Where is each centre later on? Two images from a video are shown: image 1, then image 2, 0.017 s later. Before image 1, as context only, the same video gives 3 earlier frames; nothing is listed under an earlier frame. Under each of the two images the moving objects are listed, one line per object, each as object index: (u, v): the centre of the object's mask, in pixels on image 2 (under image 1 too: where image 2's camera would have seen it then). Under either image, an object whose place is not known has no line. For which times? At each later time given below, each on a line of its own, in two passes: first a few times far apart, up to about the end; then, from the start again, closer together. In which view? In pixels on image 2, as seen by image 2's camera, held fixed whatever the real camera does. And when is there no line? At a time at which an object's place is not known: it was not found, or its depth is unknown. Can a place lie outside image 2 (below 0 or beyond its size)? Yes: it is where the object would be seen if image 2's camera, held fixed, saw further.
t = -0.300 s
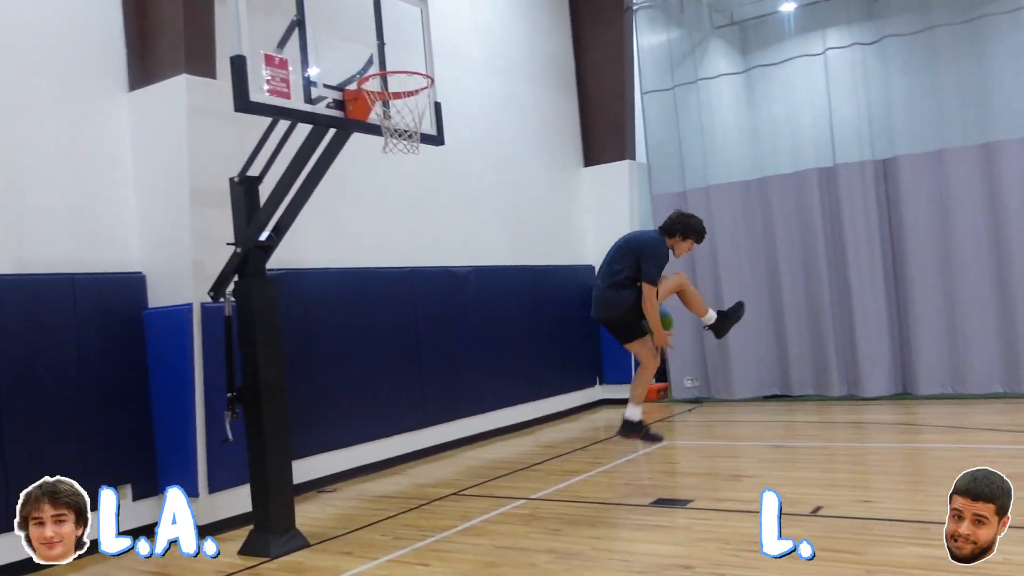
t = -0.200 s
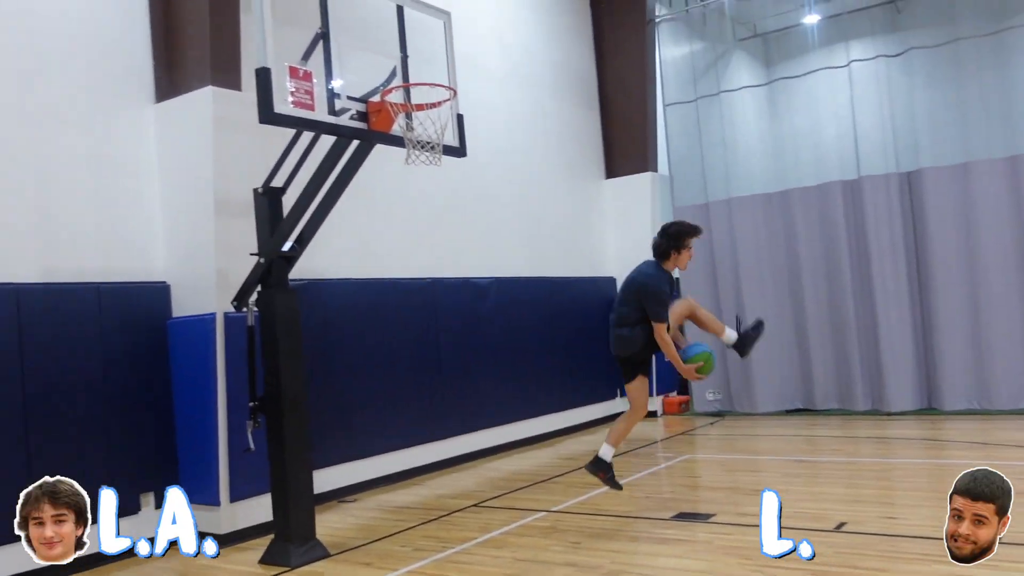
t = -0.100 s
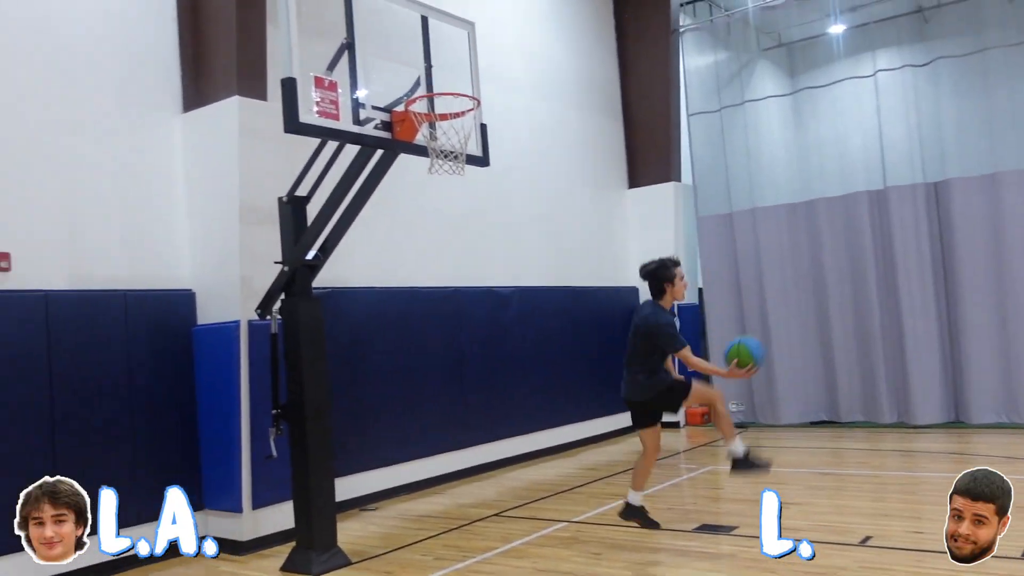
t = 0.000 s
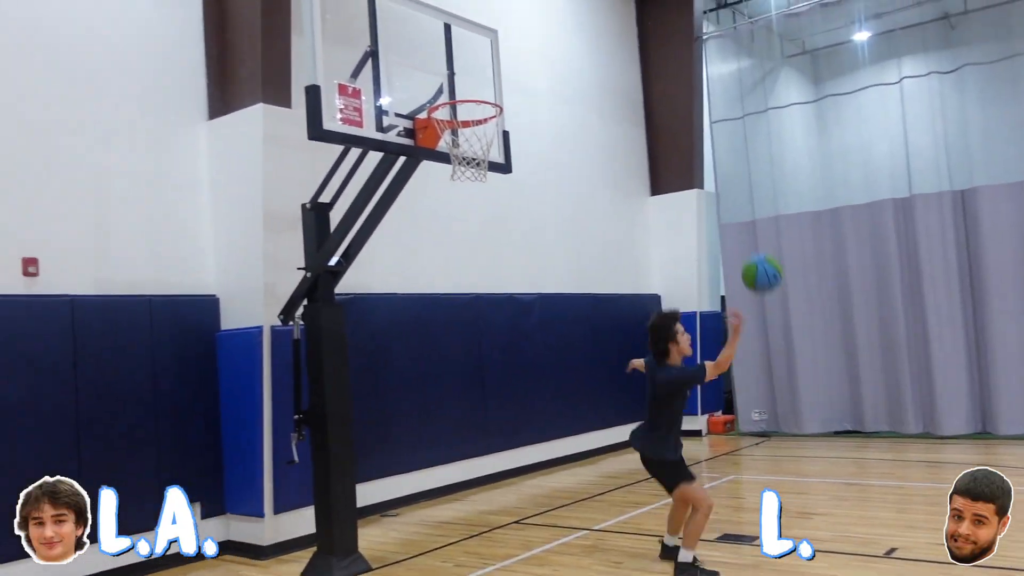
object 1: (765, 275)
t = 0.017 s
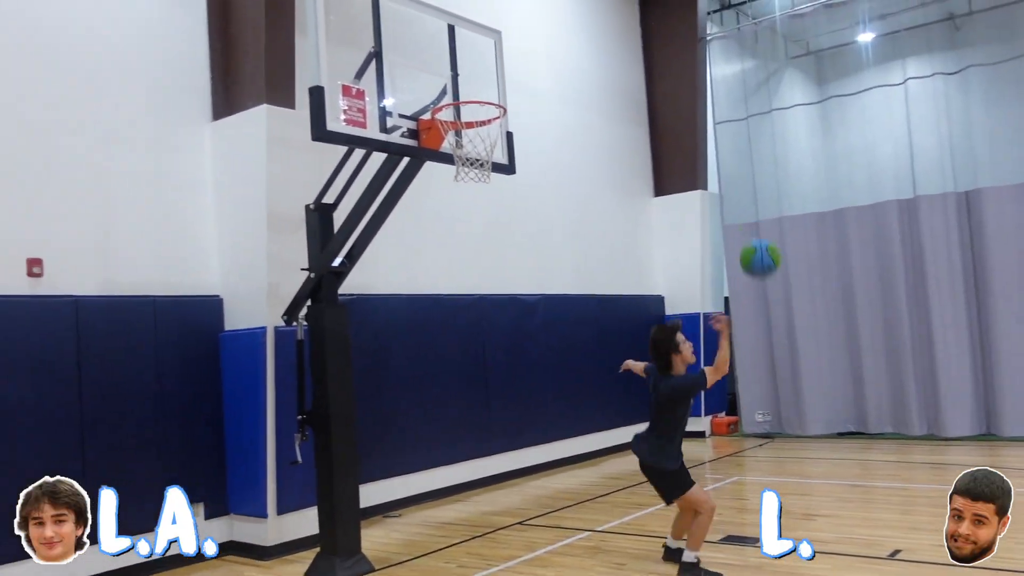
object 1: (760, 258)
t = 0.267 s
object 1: (687, 77)
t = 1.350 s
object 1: (502, 366)
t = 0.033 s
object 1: (755, 243)
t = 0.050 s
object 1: (749, 228)
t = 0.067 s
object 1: (744, 213)
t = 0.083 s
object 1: (739, 199)
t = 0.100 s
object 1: (734, 186)
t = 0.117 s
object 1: (729, 173)
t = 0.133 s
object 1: (724, 160)
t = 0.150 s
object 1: (719, 148)
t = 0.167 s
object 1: (714, 136)
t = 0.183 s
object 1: (709, 125)
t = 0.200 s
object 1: (704, 114)
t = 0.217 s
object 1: (700, 104)
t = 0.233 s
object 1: (696, 95)
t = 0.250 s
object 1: (691, 85)
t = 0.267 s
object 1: (687, 77)
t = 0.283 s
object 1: (683, 68)
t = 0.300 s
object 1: (679, 60)
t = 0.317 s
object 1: (675, 54)
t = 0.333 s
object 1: (671, 47)
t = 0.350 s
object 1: (667, 41)
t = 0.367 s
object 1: (663, 35)
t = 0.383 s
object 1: (659, 30)
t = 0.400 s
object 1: (655, 24)
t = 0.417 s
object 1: (652, 20)
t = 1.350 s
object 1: (502, 366)
